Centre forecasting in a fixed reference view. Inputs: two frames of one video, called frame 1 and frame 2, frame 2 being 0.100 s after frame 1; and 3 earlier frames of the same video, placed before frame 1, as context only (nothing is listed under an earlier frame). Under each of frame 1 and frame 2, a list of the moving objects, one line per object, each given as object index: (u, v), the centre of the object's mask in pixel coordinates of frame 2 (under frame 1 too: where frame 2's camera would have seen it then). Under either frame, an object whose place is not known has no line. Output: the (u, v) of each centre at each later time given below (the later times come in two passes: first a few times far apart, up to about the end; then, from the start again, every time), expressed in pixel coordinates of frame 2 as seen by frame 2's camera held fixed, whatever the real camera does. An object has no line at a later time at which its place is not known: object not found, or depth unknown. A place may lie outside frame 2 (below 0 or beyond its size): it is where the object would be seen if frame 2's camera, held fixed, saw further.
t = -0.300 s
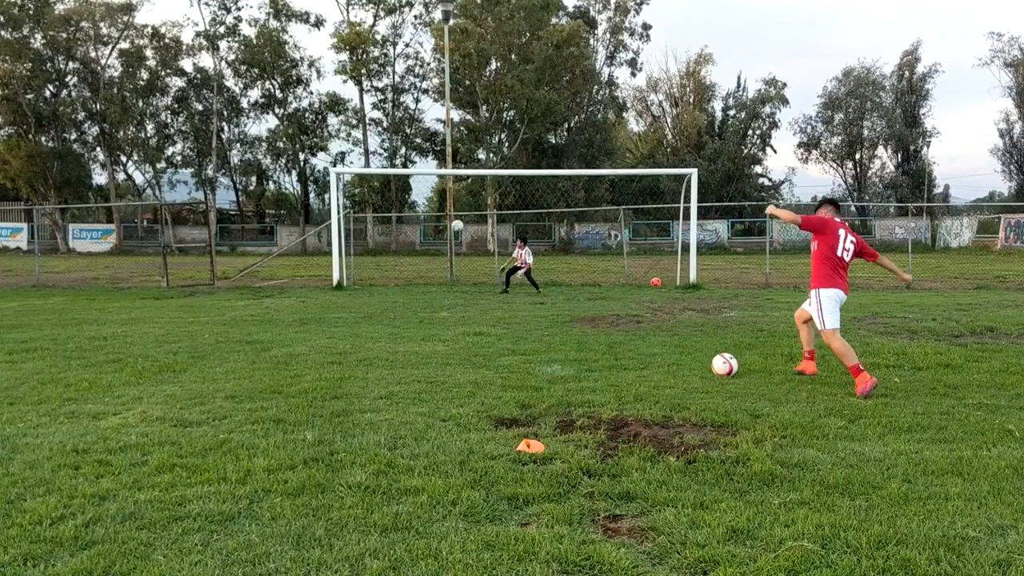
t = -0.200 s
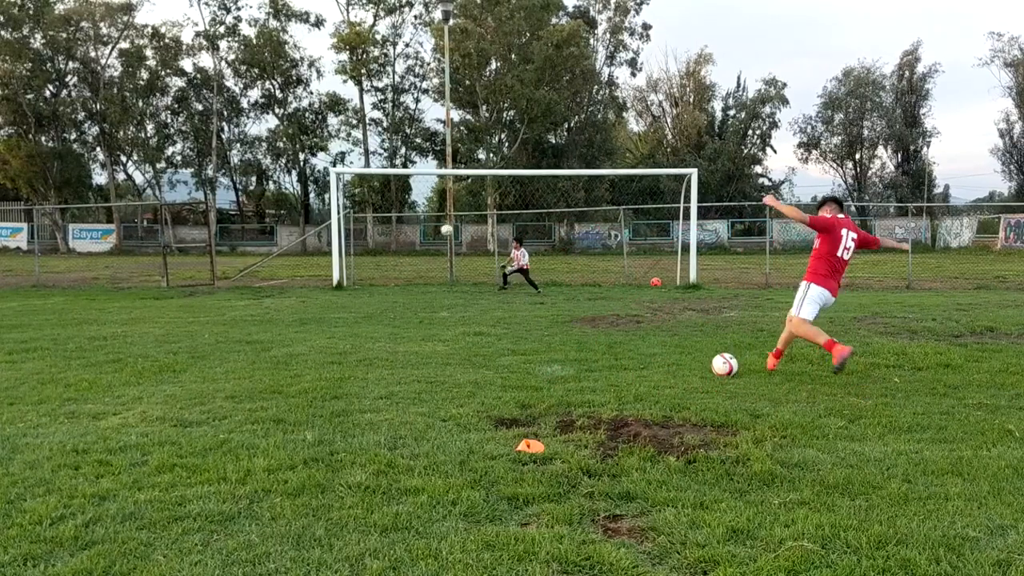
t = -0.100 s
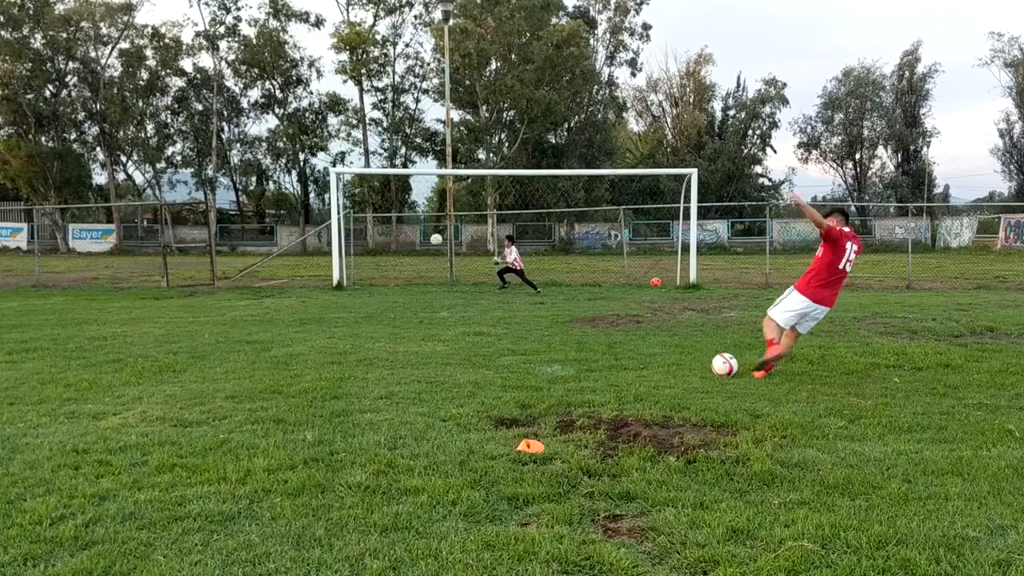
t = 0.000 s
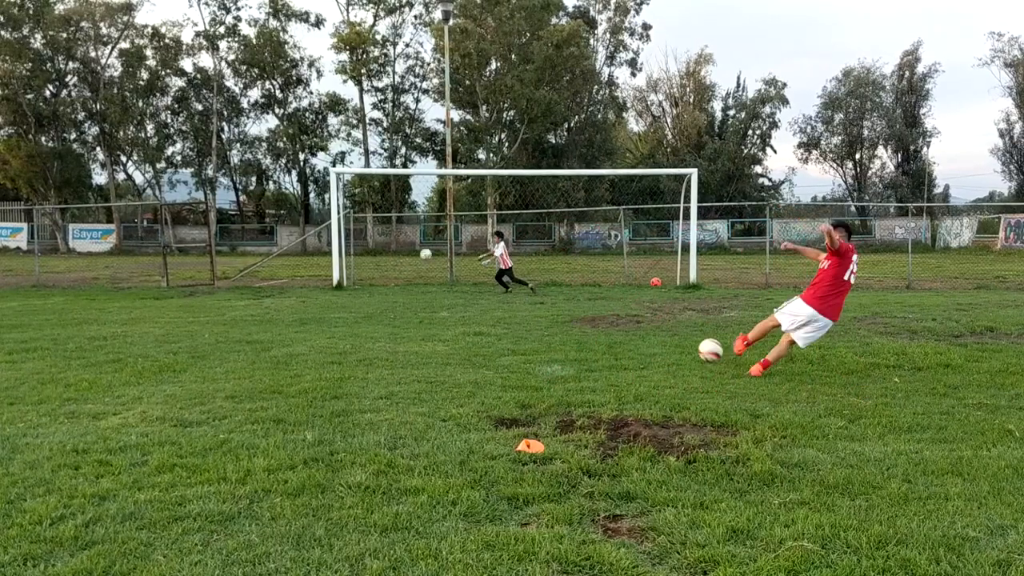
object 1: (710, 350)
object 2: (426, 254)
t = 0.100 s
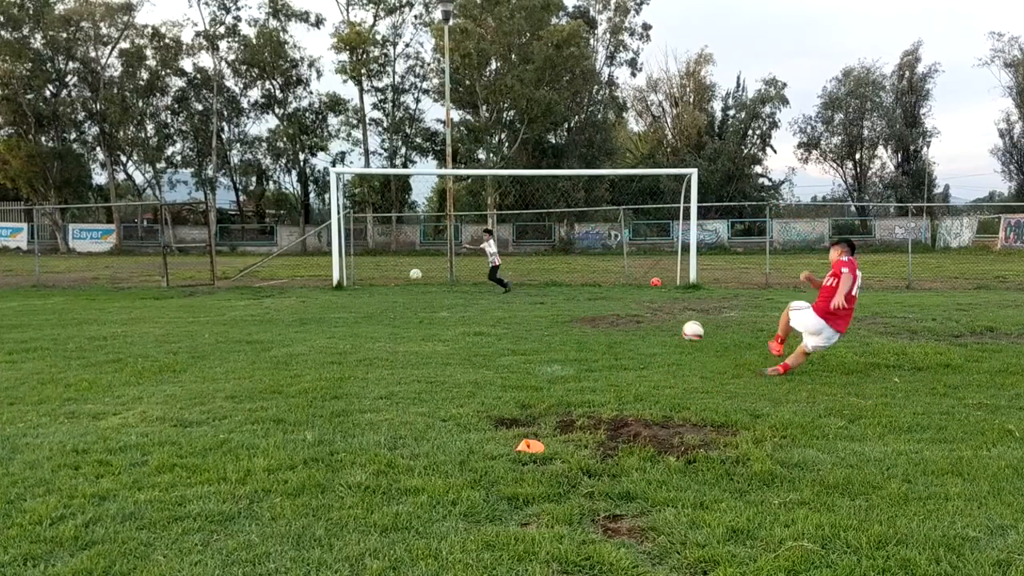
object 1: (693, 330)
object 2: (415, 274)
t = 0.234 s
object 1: (676, 322)
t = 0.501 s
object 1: (655, 304)
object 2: (387, 271)
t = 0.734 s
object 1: (644, 288)
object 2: (374, 284)
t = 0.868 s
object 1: (640, 288)
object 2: (366, 282)
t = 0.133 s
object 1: (688, 327)
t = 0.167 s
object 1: (683, 325)
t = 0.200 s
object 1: (679, 324)
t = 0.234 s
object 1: (676, 322)
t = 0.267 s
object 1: (672, 318)
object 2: (402, 278)
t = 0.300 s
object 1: (669, 314)
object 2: (400, 275)
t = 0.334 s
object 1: (666, 311)
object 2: (398, 273)
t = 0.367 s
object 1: (663, 308)
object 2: (396, 271)
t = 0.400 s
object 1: (661, 307)
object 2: (394, 270)
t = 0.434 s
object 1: (658, 306)
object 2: (391, 270)
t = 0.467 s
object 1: (656, 306)
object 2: (390, 270)
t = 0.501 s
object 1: (655, 304)
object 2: (387, 271)
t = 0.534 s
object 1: (653, 303)
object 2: (386, 272)
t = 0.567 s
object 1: (651, 303)
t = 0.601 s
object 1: (650, 301)
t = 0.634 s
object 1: (648, 297)
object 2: (380, 279)
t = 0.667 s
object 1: (647, 293)
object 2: (378, 283)
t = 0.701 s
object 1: (645, 290)
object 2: (376, 286)
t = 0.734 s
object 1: (644, 288)
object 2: (374, 284)
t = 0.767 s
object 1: (643, 287)
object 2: (372, 283)
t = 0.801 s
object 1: (642, 287)
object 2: (370, 282)
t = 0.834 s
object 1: (641, 287)
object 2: (368, 282)
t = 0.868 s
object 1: (640, 288)
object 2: (366, 282)
